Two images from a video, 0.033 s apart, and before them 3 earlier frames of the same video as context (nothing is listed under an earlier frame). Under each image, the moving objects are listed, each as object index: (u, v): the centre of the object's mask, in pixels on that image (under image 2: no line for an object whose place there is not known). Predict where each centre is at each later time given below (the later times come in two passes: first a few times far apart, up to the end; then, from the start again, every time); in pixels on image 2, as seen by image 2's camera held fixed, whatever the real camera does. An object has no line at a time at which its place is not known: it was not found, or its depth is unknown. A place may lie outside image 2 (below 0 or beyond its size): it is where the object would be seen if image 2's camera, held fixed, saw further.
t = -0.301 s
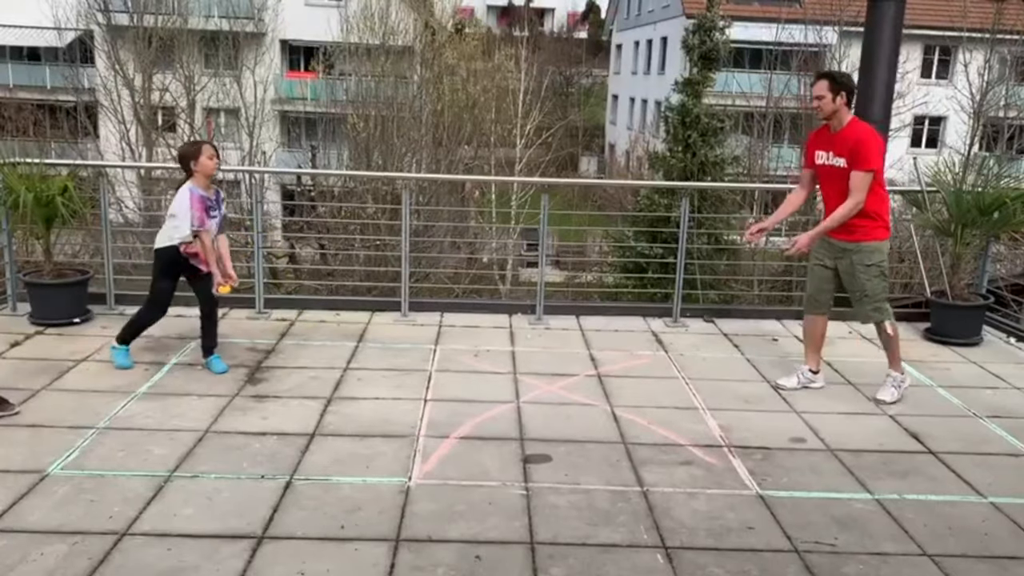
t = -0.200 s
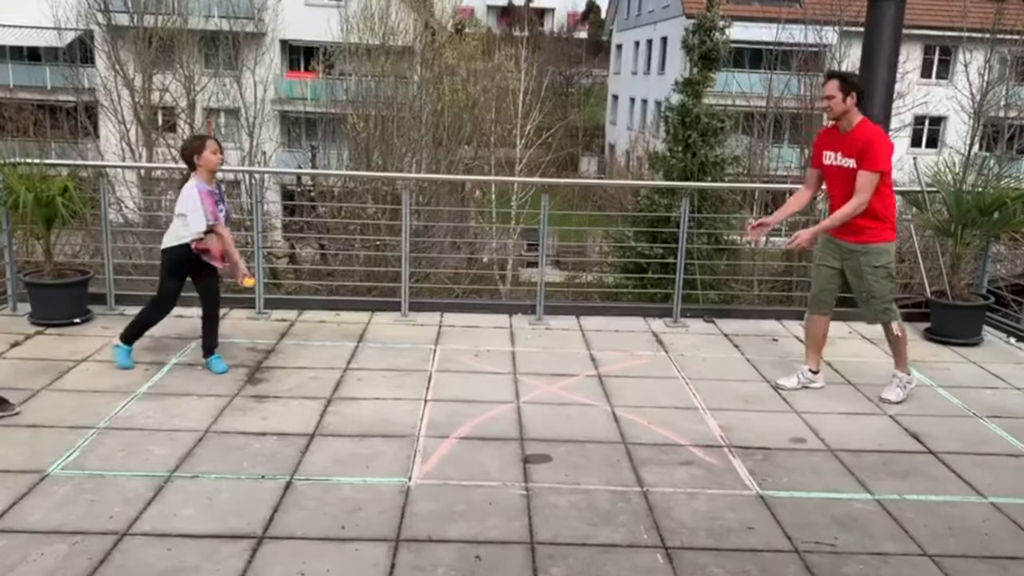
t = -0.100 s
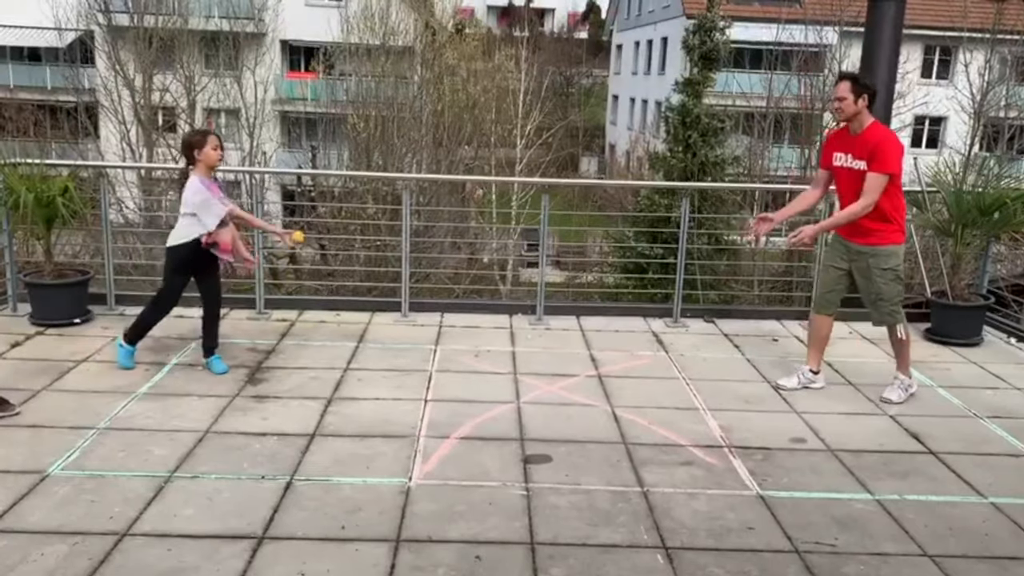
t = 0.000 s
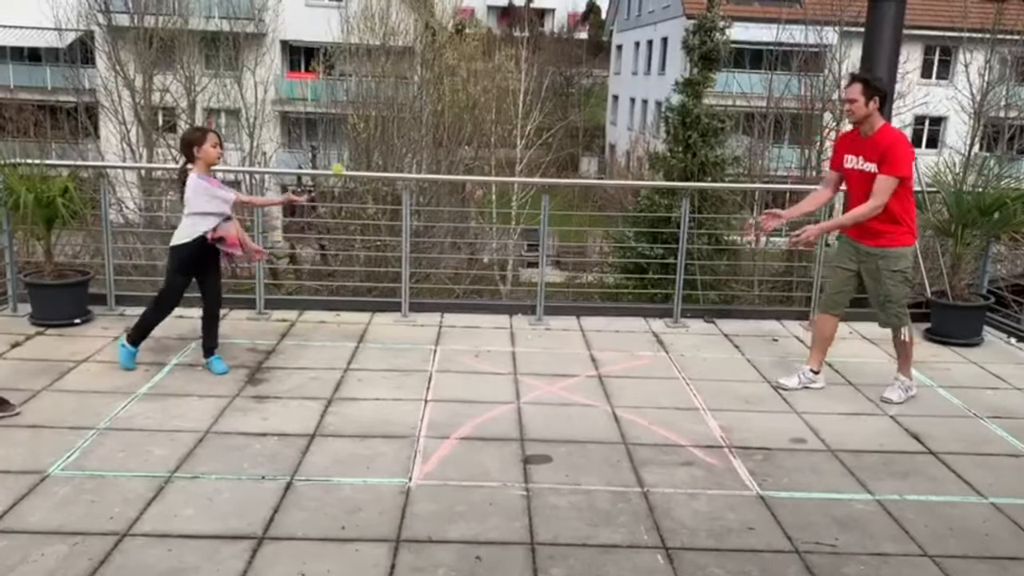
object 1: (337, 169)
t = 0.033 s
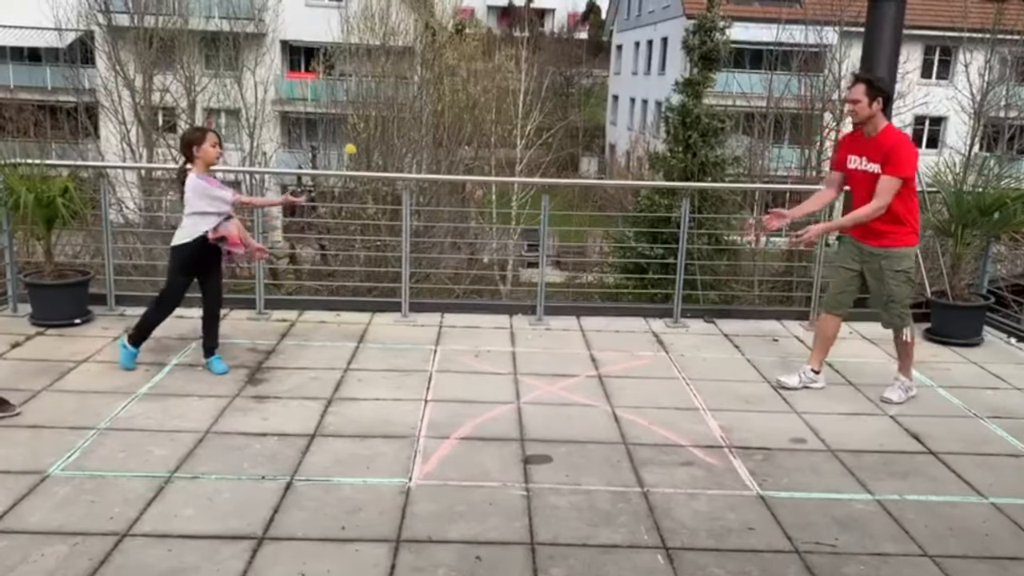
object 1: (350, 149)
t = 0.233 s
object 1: (431, 78)
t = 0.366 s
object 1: (484, 72)
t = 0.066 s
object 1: (363, 132)
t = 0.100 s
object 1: (377, 118)
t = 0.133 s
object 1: (389, 105)
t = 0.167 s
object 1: (403, 95)
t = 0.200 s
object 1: (417, 86)
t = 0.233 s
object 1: (431, 78)
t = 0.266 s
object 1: (444, 74)
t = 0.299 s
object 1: (458, 71)
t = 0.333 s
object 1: (471, 71)
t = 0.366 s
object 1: (484, 72)
